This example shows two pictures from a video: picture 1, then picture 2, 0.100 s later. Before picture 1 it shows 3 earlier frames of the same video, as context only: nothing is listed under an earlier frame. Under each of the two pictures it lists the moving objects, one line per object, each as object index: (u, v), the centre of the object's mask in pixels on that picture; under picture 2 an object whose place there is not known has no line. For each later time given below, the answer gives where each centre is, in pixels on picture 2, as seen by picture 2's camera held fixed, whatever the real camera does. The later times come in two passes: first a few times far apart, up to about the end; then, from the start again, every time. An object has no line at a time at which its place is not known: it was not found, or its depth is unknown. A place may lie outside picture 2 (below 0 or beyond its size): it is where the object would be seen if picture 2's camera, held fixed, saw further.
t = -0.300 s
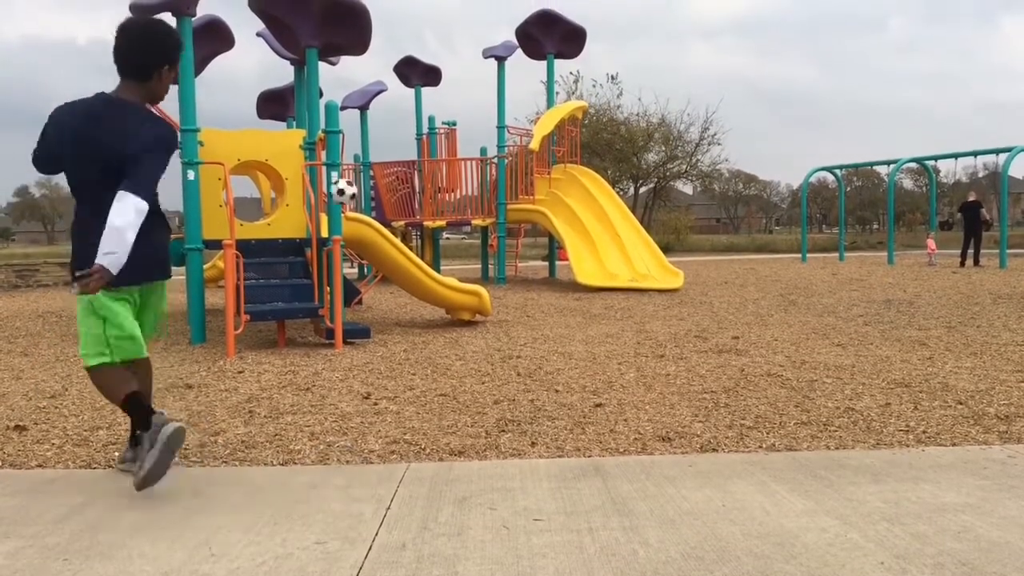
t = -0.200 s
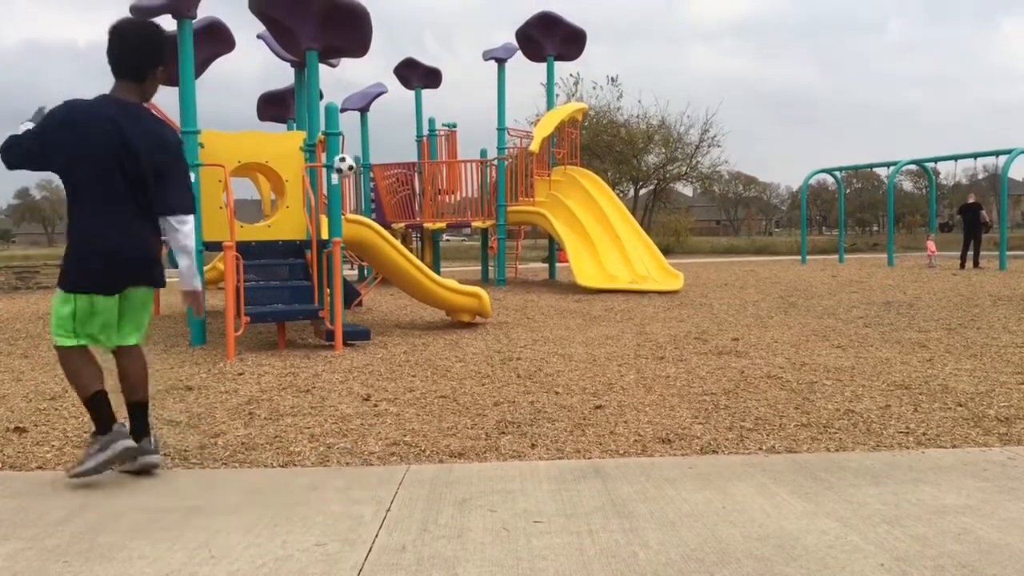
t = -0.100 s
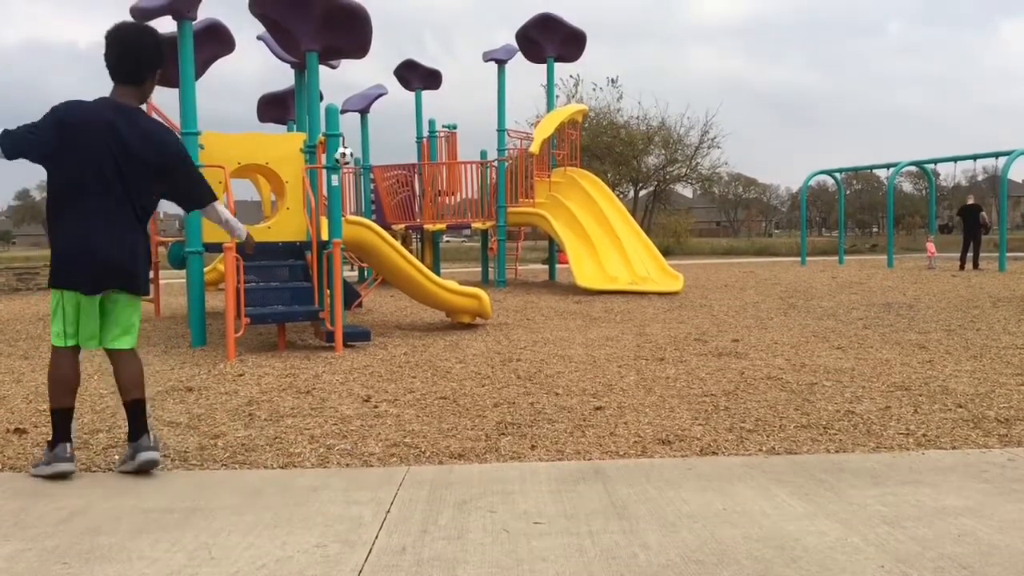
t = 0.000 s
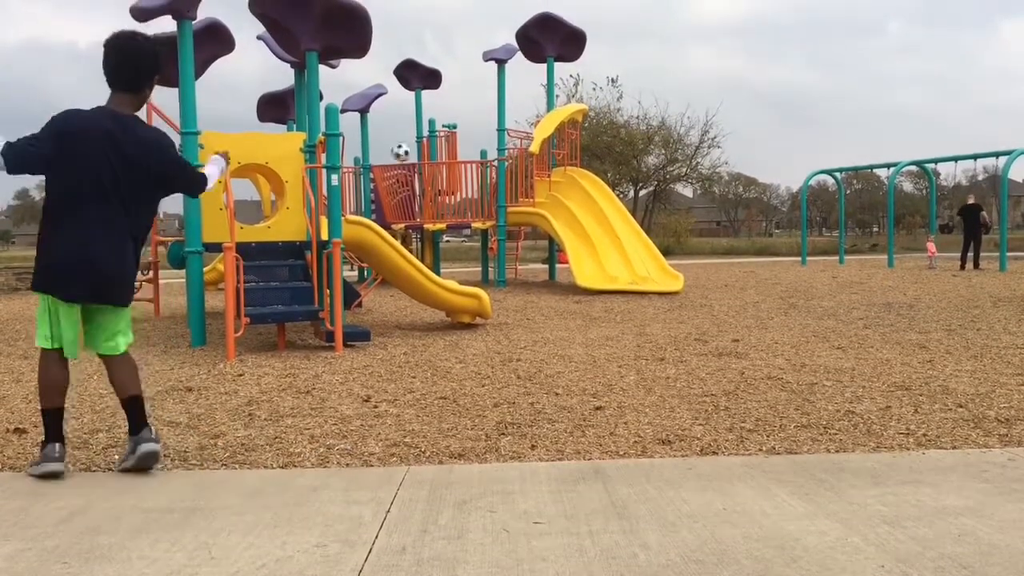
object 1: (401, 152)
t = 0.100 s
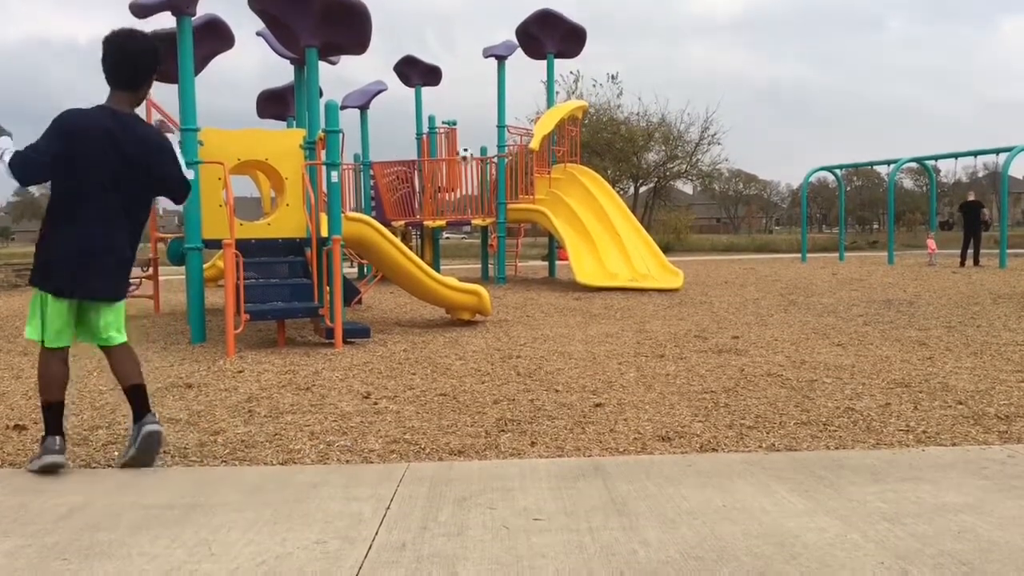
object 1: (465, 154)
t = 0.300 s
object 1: (571, 194)
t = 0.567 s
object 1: (678, 286)
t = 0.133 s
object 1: (484, 159)
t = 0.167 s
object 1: (502, 162)
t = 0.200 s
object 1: (520, 169)
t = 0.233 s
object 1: (538, 177)
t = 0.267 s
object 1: (555, 186)
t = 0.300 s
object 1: (571, 194)
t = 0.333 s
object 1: (586, 204)
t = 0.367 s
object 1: (601, 213)
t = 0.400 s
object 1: (615, 225)
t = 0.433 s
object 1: (628, 236)
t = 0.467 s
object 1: (643, 248)
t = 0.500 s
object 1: (655, 260)
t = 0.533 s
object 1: (668, 273)
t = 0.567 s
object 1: (678, 286)
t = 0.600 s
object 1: (691, 299)
